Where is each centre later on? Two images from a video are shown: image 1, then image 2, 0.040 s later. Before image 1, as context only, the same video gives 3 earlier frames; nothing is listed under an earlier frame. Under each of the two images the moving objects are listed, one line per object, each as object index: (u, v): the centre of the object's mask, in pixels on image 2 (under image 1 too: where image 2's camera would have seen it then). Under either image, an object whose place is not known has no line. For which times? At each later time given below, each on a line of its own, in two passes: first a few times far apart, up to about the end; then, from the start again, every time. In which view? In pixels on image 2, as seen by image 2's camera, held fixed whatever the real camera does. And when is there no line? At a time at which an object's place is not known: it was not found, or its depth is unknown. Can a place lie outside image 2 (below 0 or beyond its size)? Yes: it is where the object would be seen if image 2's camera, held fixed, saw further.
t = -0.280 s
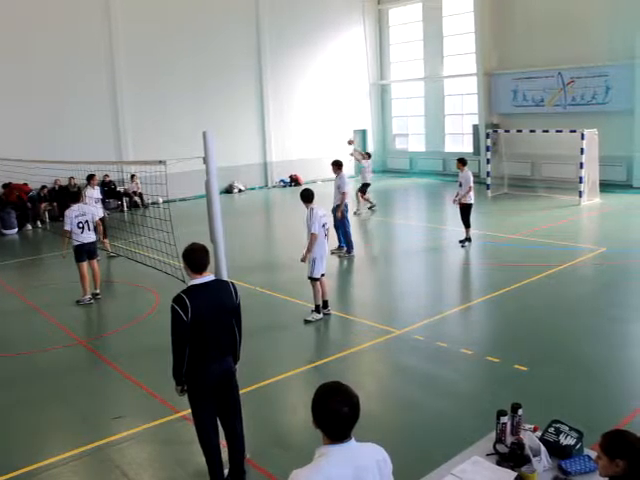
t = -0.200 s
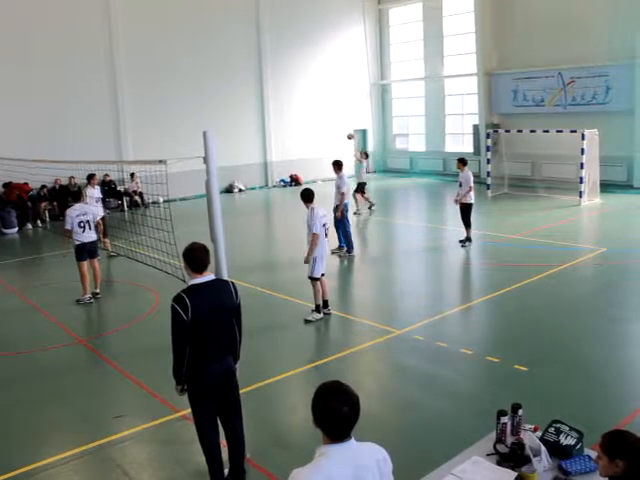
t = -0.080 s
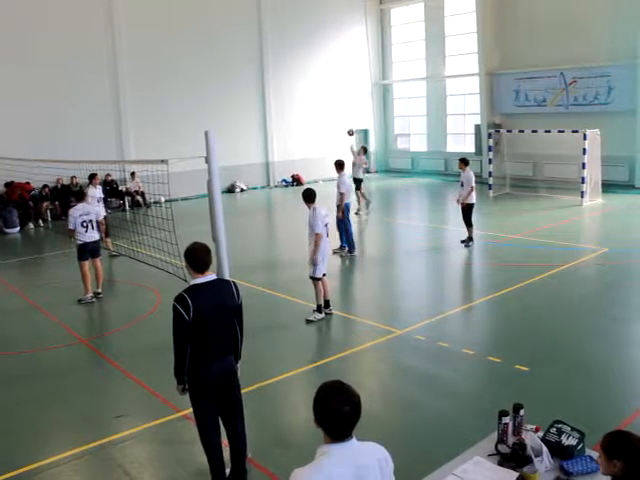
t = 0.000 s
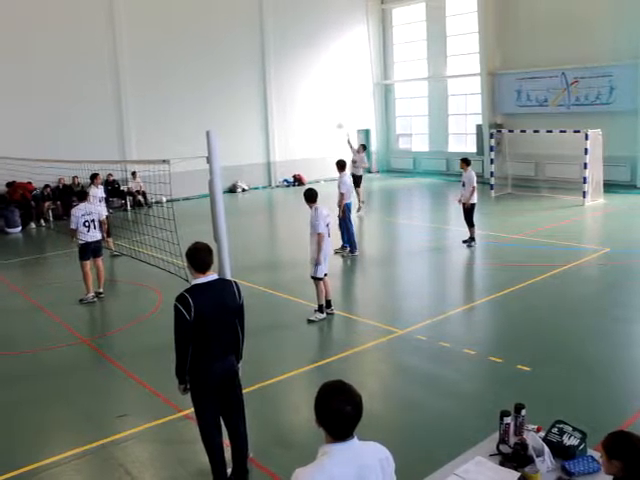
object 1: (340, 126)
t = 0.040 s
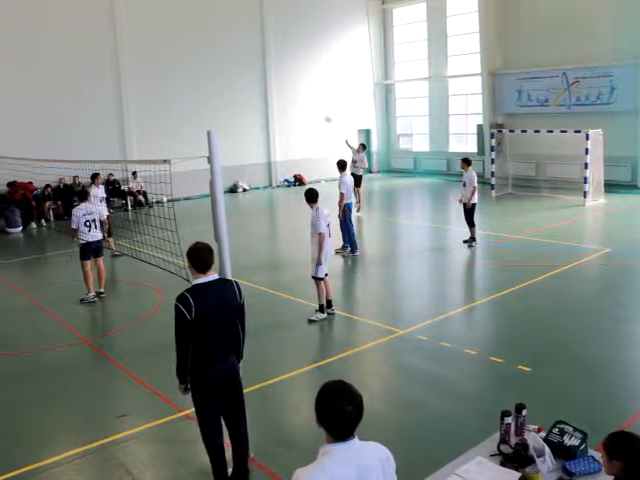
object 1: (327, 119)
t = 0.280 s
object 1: (244, 88)
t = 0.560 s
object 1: (117, 75)
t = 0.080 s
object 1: (315, 114)
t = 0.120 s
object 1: (300, 107)
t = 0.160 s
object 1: (288, 103)
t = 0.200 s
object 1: (273, 97)
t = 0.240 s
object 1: (259, 92)
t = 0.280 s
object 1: (244, 88)
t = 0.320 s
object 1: (228, 84)
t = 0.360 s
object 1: (212, 82)
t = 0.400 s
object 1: (191, 81)
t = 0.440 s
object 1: (175, 76)
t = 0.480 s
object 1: (156, 76)
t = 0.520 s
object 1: (137, 75)
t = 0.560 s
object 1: (117, 75)
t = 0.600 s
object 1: (97, 76)
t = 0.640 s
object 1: (78, 78)
